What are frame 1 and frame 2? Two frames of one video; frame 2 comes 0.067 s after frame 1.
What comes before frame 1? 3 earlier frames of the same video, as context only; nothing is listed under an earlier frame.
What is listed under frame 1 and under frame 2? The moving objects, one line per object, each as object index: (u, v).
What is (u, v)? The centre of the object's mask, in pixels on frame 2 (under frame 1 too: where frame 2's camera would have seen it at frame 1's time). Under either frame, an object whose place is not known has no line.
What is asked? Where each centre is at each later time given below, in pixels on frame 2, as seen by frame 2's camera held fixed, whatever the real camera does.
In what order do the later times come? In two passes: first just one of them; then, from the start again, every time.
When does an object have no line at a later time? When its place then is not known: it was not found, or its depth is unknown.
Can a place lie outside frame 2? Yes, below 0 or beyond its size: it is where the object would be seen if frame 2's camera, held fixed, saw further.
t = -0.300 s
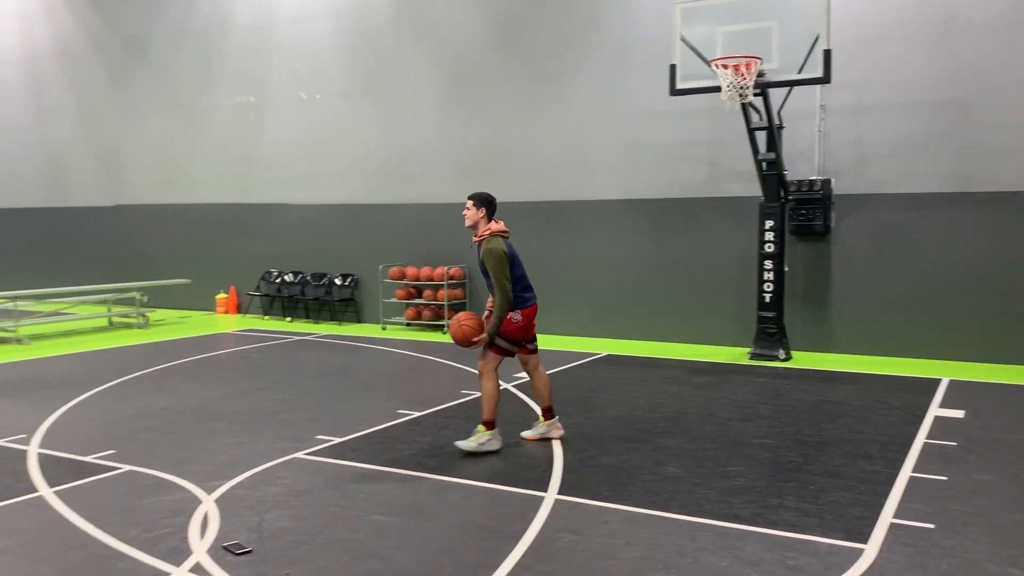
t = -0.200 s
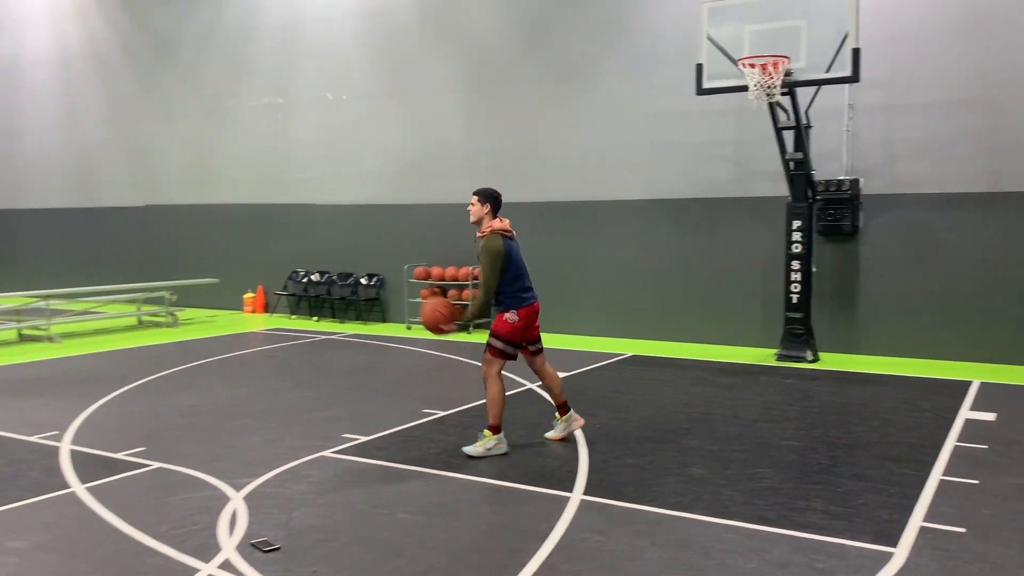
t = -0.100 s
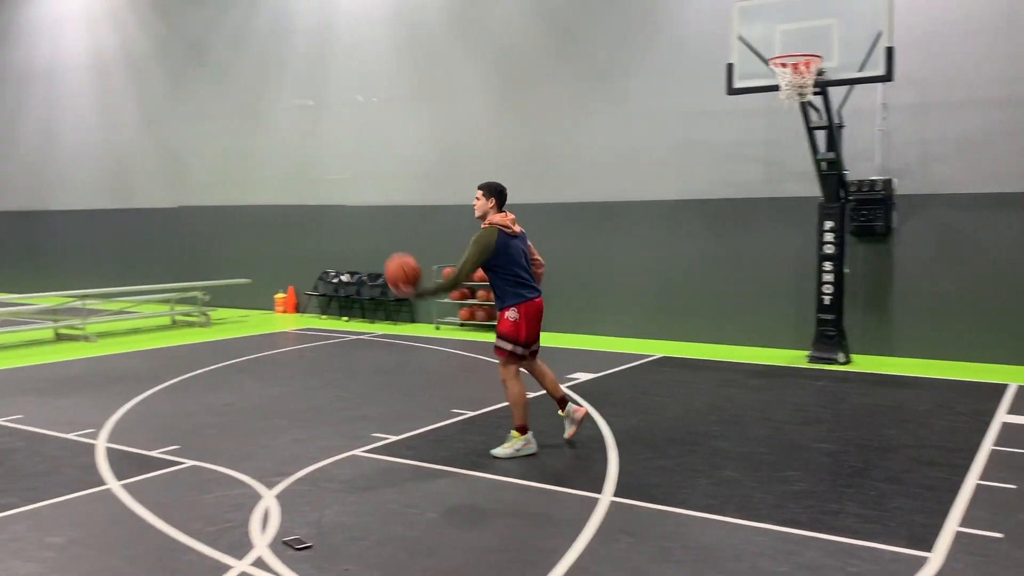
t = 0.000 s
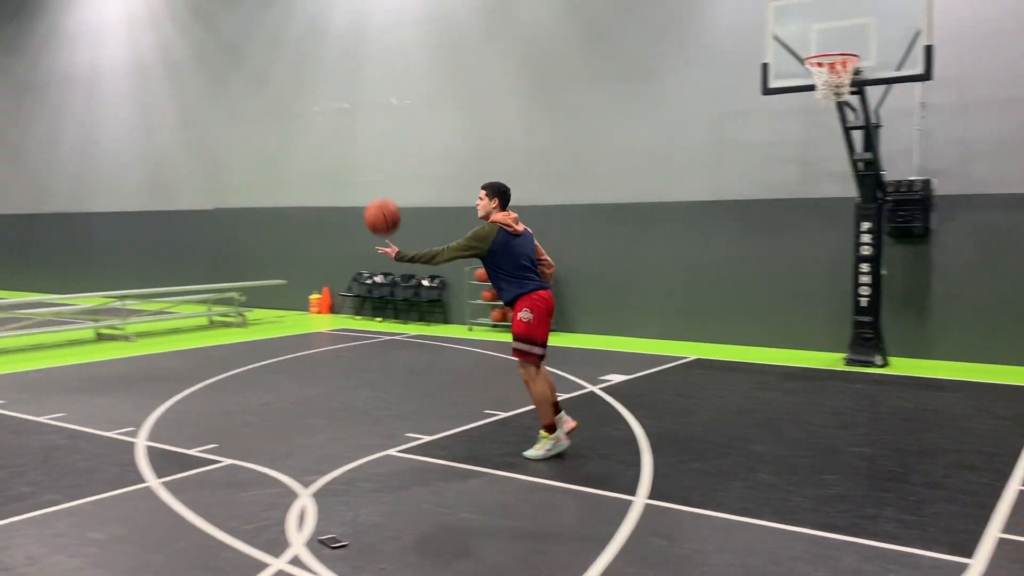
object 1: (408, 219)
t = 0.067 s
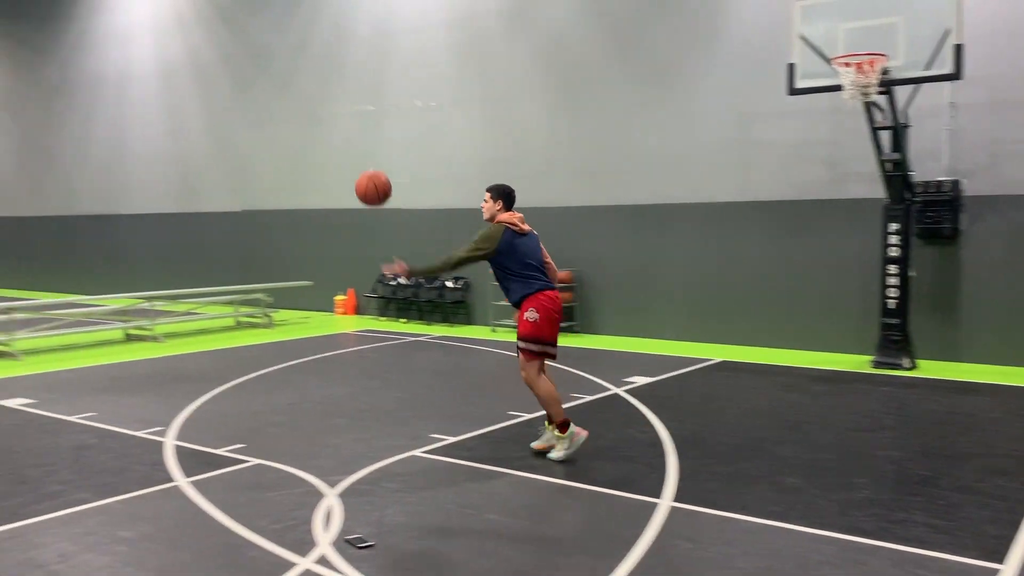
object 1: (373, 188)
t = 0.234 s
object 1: (296, 143)
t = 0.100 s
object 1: (357, 175)
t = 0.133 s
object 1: (341, 165)
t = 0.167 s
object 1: (326, 156)
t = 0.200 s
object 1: (311, 149)
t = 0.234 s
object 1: (296, 143)
